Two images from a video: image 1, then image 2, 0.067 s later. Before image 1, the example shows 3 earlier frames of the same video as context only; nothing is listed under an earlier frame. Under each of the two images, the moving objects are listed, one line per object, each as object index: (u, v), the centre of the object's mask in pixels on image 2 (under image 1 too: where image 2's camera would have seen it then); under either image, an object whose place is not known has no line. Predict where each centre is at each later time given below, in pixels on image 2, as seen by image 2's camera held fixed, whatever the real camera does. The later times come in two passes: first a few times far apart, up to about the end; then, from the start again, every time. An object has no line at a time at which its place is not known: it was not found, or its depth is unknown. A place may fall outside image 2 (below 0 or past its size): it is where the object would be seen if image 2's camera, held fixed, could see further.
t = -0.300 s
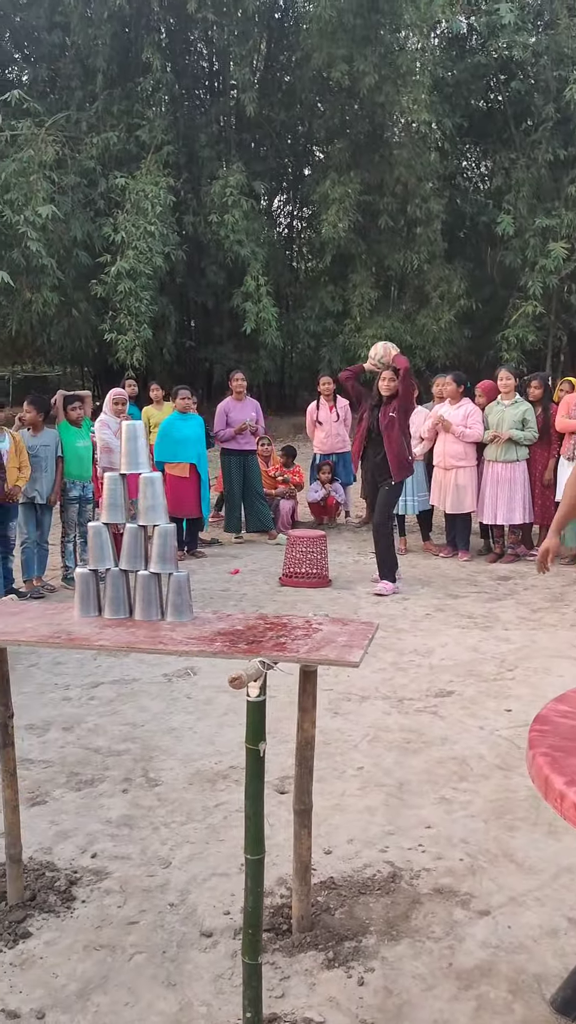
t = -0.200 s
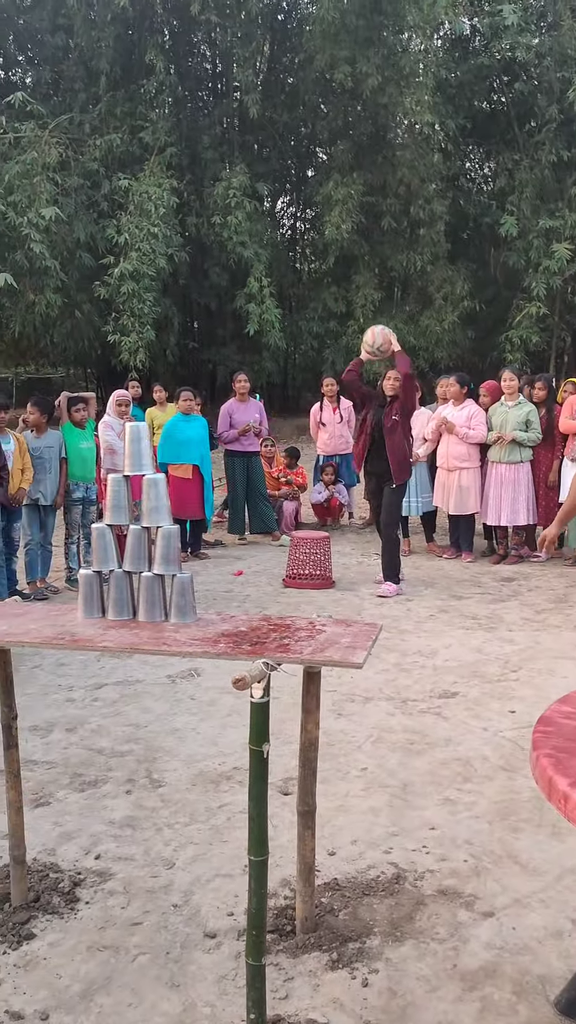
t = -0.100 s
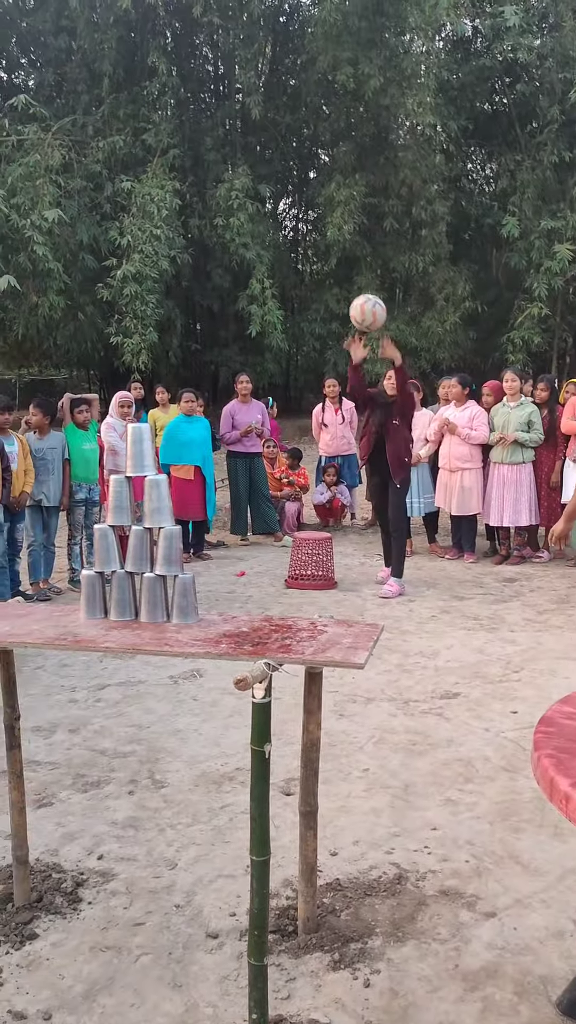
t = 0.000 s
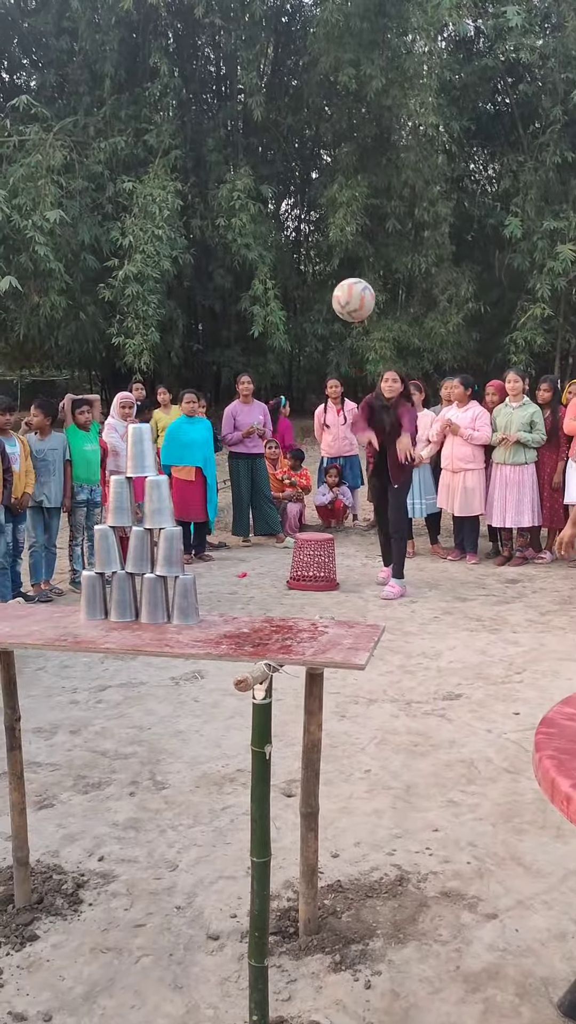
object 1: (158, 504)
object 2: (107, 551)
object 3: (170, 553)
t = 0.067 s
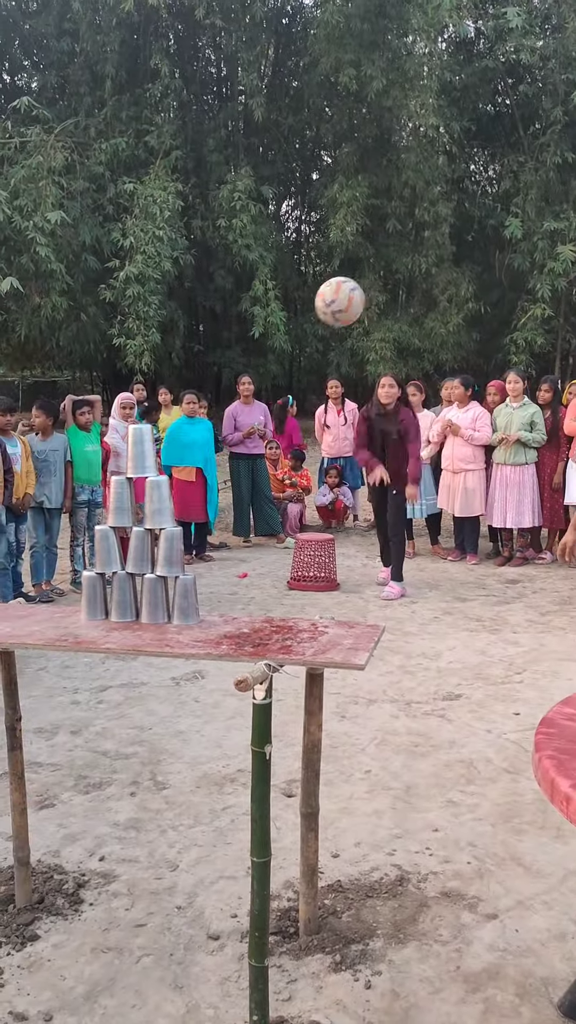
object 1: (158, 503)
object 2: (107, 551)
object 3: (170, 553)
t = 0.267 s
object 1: (158, 504)
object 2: (106, 551)
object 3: (170, 553)
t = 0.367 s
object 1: (147, 499)
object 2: (90, 542)
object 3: (114, 560)
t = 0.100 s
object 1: (158, 504)
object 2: (107, 551)
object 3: (170, 553)
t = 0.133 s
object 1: (158, 504)
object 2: (107, 551)
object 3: (170, 553)
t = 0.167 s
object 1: (158, 504)
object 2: (107, 551)
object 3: (170, 553)
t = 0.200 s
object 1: (158, 504)
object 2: (107, 551)
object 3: (170, 553)
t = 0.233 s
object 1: (158, 504)
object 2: (107, 551)
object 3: (170, 554)
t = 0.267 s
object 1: (158, 504)
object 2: (106, 551)
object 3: (170, 553)
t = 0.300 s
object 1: (158, 504)
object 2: (107, 551)
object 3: (170, 553)
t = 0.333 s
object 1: (153, 501)
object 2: (104, 550)
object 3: (154, 555)
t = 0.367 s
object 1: (147, 499)
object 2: (90, 542)
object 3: (114, 560)
